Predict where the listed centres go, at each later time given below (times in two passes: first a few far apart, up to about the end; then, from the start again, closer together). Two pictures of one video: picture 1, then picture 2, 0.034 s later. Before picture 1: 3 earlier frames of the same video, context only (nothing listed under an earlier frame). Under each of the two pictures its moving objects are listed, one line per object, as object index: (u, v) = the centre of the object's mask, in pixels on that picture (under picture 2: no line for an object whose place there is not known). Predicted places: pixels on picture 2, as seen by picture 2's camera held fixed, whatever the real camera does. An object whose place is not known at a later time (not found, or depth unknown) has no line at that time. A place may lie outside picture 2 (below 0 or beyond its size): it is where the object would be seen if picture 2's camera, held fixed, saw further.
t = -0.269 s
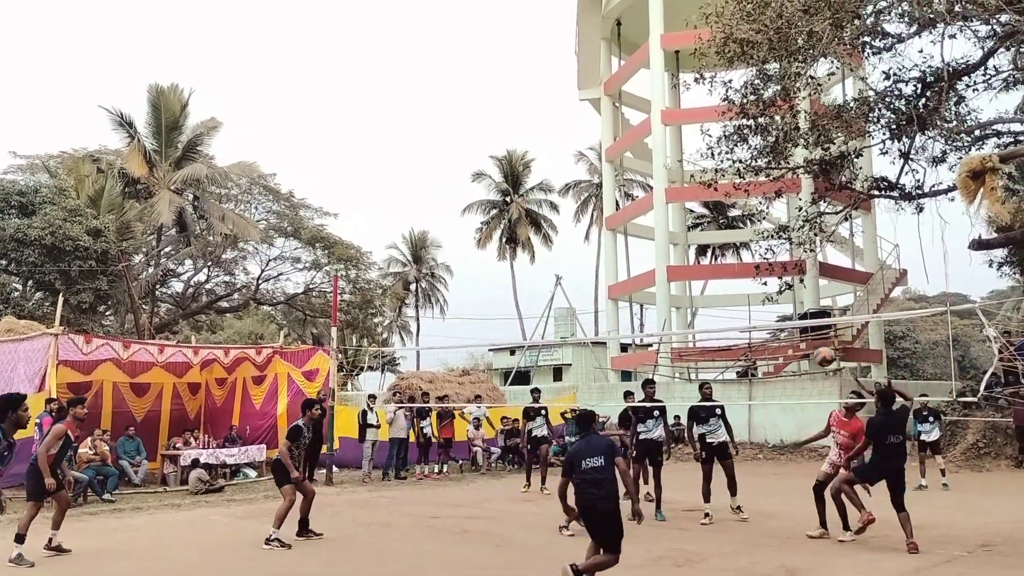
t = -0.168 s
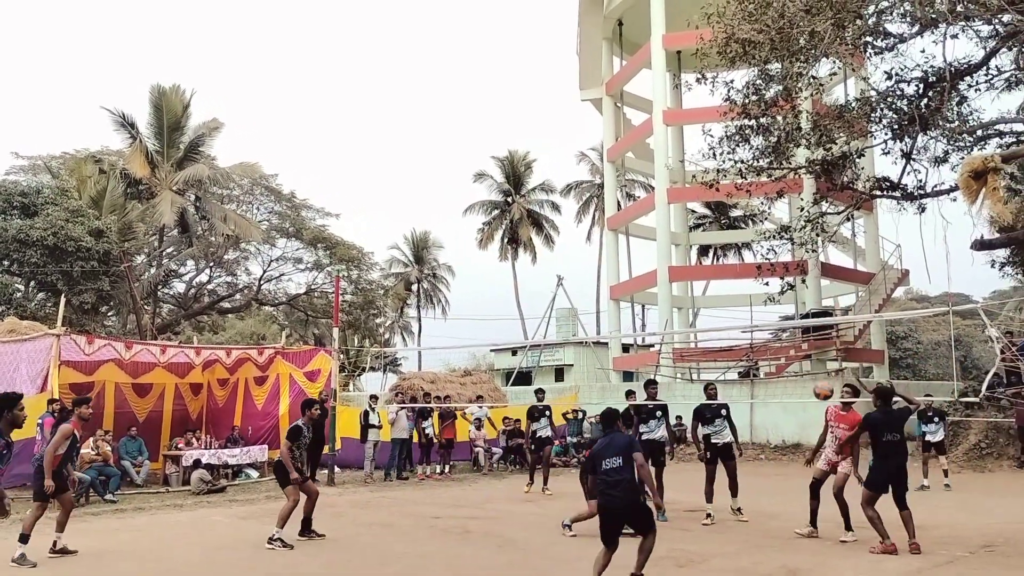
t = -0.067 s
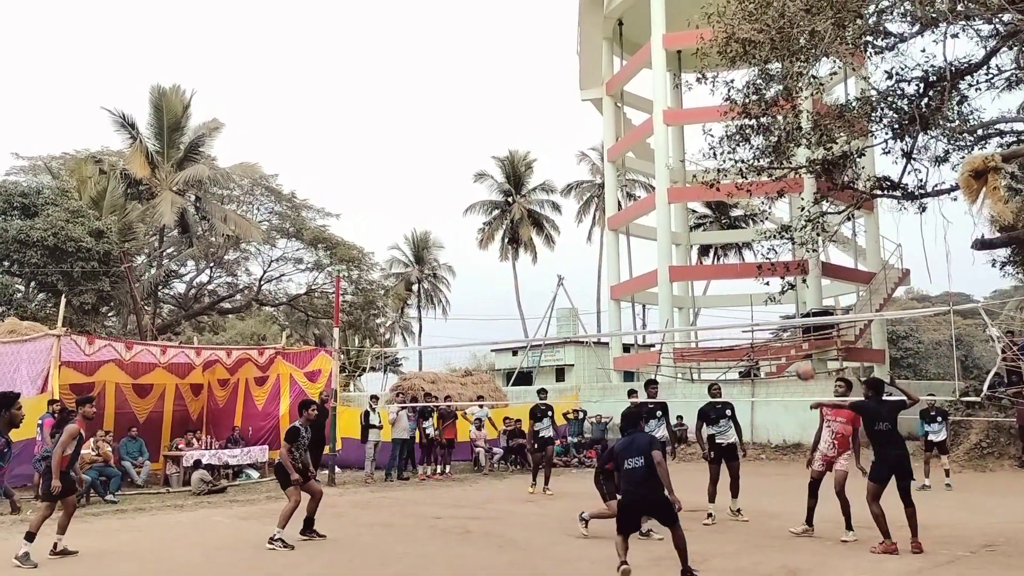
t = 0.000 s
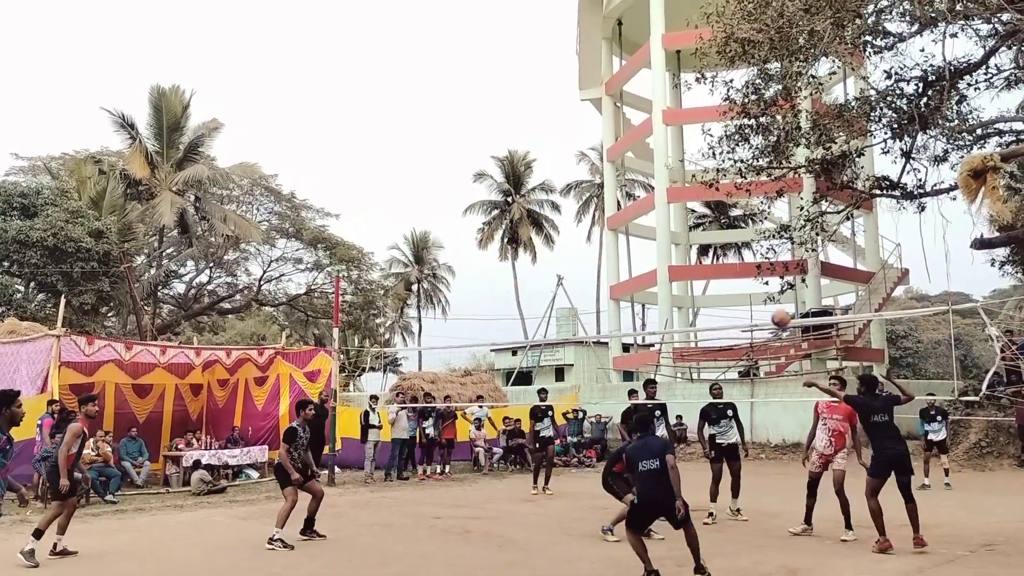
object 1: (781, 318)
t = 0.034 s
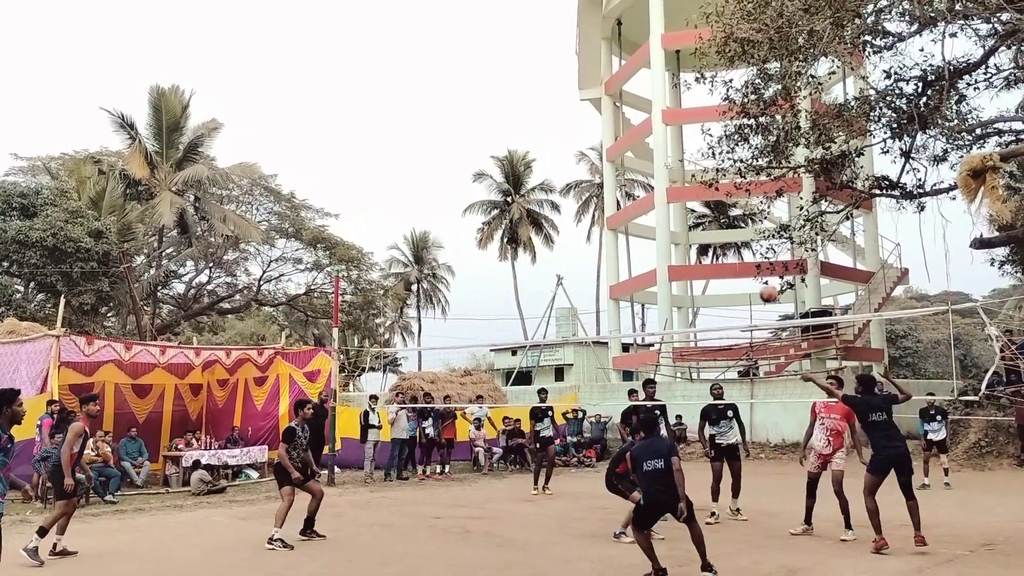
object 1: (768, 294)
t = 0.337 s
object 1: (675, 130)
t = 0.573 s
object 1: (611, 62)
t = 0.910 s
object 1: (529, 39)
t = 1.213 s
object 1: (460, 92)
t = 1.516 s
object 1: (394, 213)
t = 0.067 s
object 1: (757, 271)
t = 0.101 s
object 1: (746, 248)
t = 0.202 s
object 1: (715, 191)
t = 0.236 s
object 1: (705, 175)
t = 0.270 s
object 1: (695, 159)
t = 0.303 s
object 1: (685, 144)
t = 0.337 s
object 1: (675, 130)
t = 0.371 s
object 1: (666, 118)
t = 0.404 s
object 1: (657, 106)
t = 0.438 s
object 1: (647, 96)
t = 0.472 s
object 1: (638, 85)
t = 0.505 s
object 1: (629, 76)
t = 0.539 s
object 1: (620, 68)
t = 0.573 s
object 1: (611, 62)
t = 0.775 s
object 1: (562, 37)
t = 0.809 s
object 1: (553, 37)
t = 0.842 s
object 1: (545, 37)
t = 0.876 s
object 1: (537, 38)
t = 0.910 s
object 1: (529, 39)
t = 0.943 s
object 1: (522, 42)
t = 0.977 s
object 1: (514, 45)
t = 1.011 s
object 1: (506, 49)
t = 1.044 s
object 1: (498, 54)
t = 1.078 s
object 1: (490, 60)
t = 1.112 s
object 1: (482, 66)
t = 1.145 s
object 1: (475, 74)
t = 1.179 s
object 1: (467, 83)
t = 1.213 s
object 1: (460, 92)
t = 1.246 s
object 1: (452, 103)
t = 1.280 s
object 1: (445, 113)
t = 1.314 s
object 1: (437, 125)
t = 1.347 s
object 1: (430, 138)
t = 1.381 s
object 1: (423, 151)
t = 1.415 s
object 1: (415, 166)
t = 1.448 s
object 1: (408, 181)
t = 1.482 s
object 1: (401, 197)
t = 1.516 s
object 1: (394, 213)
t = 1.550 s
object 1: (386, 231)
